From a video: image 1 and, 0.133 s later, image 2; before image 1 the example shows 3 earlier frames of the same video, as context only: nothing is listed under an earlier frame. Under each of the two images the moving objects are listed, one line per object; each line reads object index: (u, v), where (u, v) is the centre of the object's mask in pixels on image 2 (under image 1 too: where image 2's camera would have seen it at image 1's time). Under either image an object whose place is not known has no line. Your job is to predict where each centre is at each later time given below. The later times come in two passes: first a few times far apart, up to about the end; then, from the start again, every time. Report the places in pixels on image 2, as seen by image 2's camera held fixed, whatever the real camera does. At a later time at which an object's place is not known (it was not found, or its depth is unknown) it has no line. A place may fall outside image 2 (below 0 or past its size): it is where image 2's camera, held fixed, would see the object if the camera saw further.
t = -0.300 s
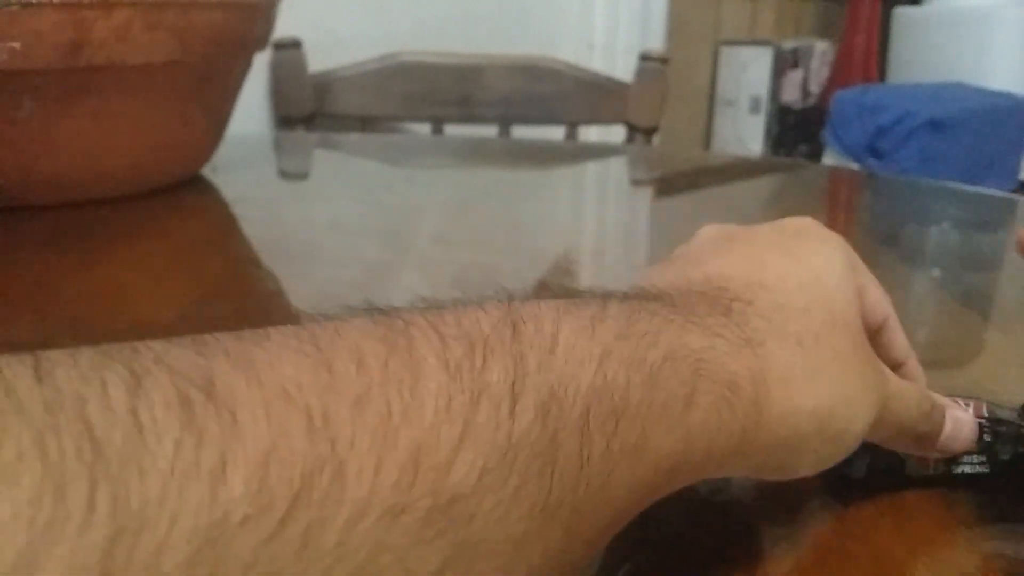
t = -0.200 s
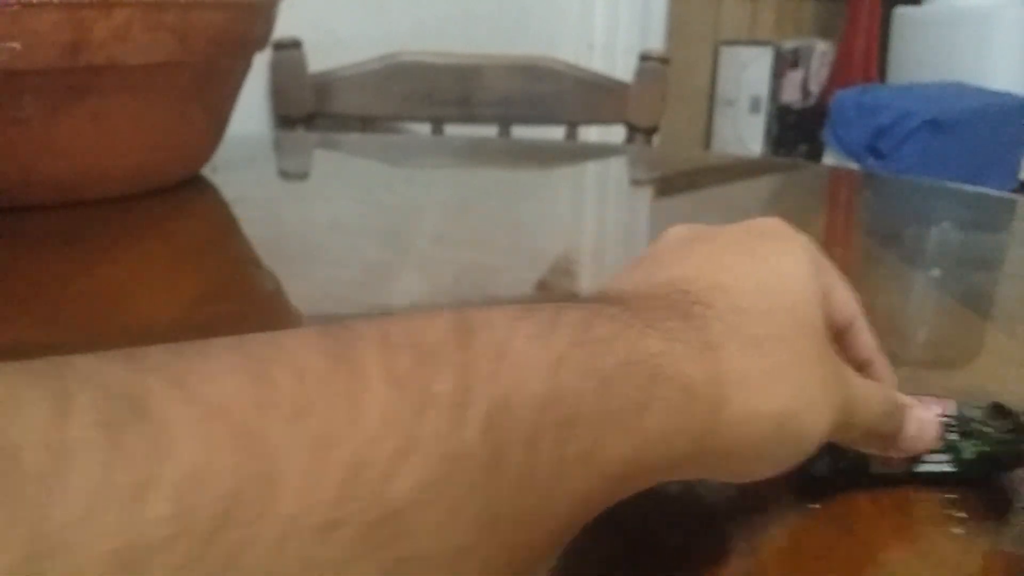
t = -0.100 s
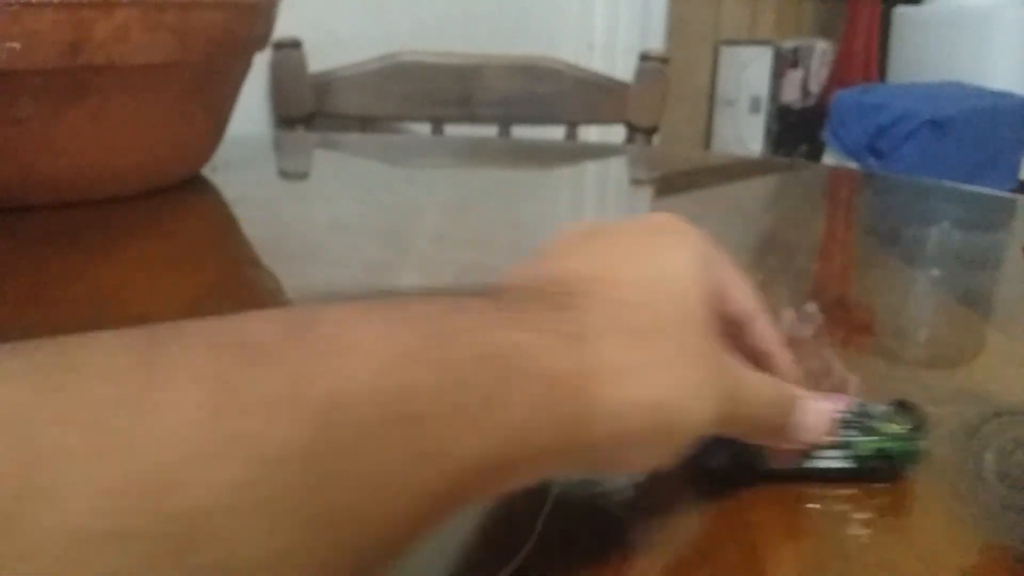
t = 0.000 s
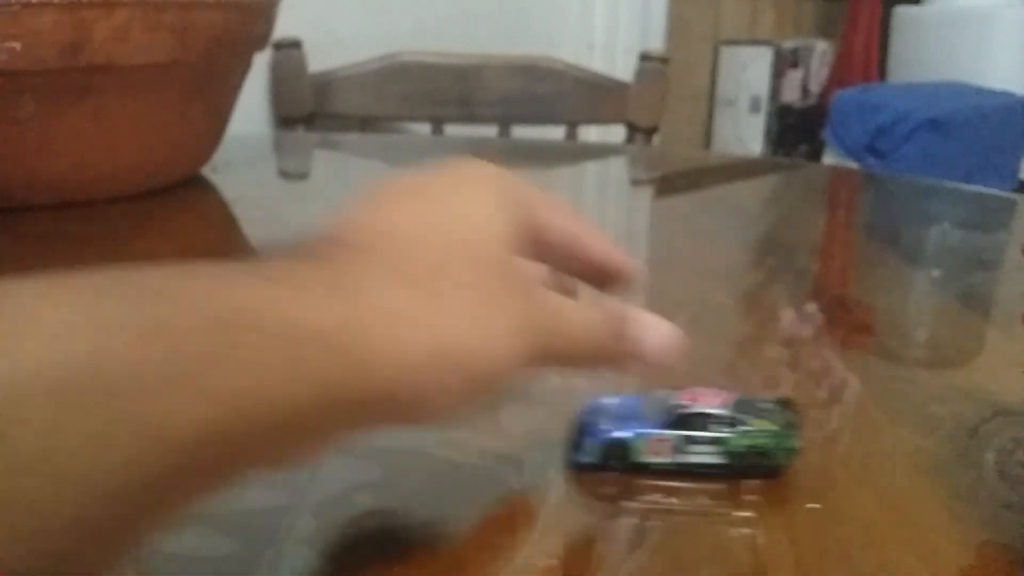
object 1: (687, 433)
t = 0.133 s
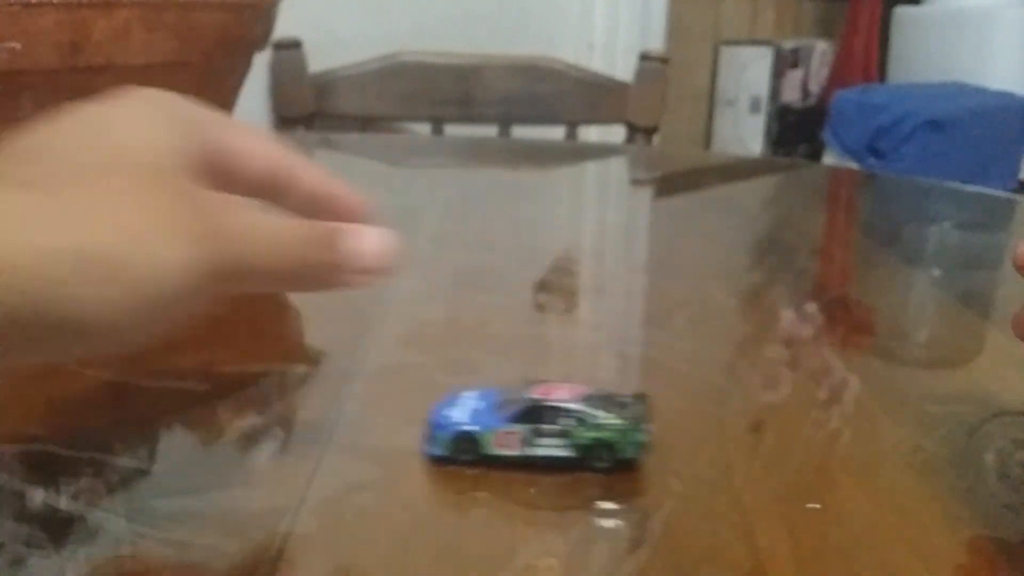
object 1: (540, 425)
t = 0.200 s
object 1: (474, 422)
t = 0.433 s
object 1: (278, 413)
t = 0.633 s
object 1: (146, 406)
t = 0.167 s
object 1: (506, 423)
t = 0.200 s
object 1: (474, 422)
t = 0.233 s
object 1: (443, 420)
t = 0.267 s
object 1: (414, 419)
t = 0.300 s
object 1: (384, 417)
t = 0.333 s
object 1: (356, 416)
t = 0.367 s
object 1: (329, 414)
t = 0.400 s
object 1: (303, 413)
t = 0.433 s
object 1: (278, 413)
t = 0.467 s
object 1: (254, 411)
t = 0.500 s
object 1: (231, 411)
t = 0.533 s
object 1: (207, 409)
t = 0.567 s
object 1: (187, 407)
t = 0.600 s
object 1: (166, 407)
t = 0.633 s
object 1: (146, 406)
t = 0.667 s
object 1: (125, 404)
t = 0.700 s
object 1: (110, 404)
